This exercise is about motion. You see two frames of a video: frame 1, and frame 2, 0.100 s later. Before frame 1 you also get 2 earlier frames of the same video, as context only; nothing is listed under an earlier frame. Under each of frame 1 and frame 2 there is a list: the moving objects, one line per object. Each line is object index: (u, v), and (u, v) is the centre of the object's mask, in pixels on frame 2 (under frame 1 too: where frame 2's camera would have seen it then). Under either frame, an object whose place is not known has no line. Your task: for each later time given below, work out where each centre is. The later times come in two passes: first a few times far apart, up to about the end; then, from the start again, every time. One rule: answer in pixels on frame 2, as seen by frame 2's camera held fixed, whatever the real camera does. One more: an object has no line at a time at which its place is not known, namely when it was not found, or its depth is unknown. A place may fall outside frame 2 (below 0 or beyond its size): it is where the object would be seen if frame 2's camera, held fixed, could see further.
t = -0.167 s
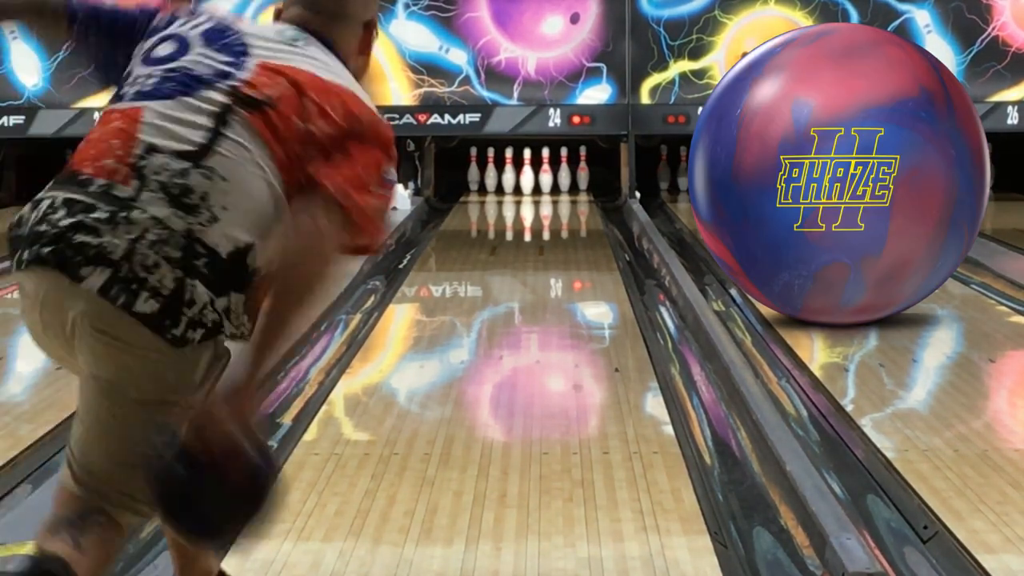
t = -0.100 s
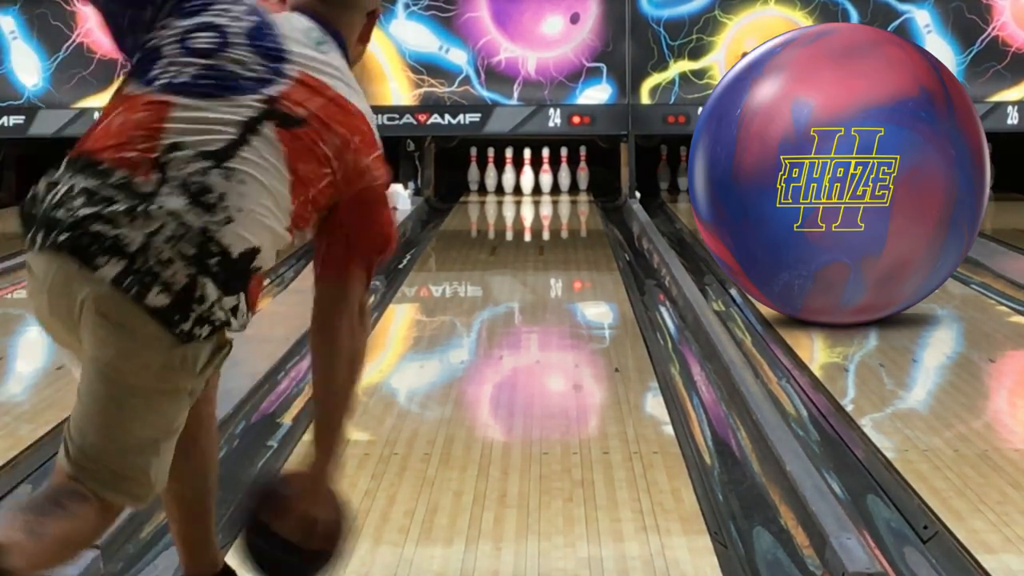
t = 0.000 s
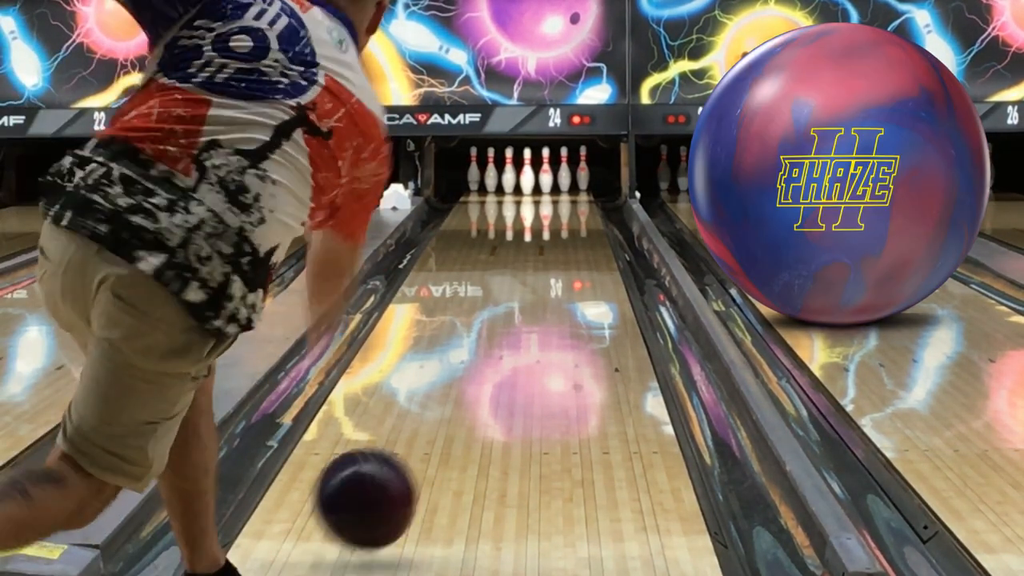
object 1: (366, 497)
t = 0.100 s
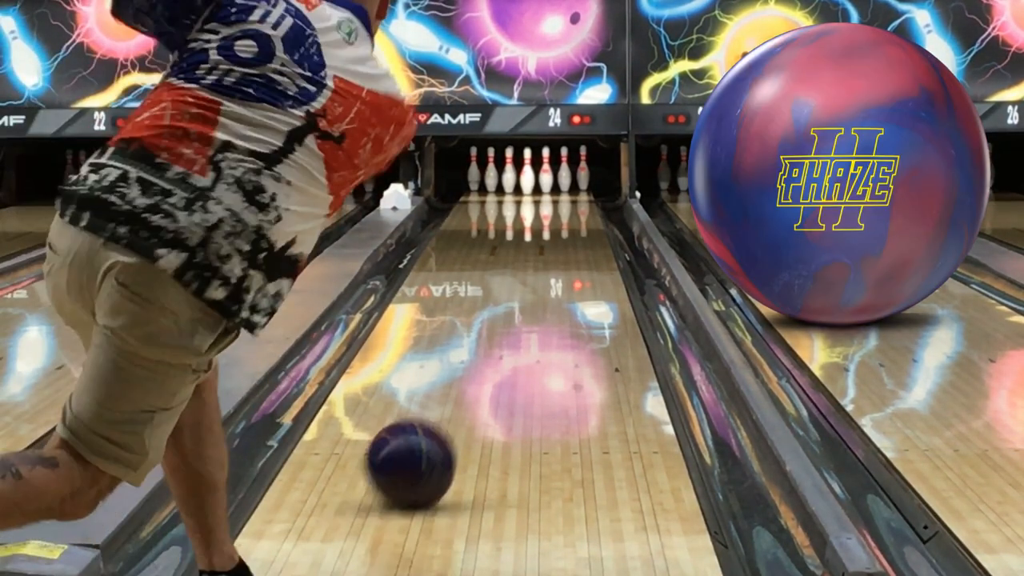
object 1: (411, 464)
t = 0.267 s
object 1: (464, 399)
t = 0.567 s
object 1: (527, 323)
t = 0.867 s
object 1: (563, 276)
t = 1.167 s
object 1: (583, 243)
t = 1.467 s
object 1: (588, 220)
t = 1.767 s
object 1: (579, 205)
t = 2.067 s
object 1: (555, 192)
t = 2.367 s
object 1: (530, 181)
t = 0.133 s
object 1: (423, 448)
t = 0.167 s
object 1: (435, 435)
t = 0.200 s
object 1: (446, 422)
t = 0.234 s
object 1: (455, 410)
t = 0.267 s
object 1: (464, 399)
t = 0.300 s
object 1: (473, 388)
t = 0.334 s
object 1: (481, 379)
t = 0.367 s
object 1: (489, 369)
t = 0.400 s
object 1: (496, 360)
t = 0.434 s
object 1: (503, 352)
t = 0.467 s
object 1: (509, 344)
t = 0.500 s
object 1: (516, 337)
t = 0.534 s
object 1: (521, 330)
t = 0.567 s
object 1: (527, 323)
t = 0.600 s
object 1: (532, 317)
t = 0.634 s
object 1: (536, 311)
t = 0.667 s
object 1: (541, 306)
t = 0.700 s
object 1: (545, 300)
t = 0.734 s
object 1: (549, 295)
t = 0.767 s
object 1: (552, 290)
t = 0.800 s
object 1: (556, 285)
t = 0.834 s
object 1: (559, 281)
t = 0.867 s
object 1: (563, 276)
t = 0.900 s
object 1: (566, 272)
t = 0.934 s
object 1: (568, 268)
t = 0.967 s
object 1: (571, 265)
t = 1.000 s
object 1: (574, 260)
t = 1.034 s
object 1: (576, 257)
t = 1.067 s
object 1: (578, 253)
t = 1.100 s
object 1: (580, 250)
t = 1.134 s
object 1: (581, 246)
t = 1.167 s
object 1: (583, 243)
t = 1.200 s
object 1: (584, 240)
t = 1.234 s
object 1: (585, 237)
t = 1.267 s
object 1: (586, 235)
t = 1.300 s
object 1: (587, 232)
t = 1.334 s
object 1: (587, 230)
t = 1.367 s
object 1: (588, 227)
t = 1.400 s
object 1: (588, 225)
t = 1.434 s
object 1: (588, 222)
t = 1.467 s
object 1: (588, 220)
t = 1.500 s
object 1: (588, 218)
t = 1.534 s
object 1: (587, 216)
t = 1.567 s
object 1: (587, 215)
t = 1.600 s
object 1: (586, 213)
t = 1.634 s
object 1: (585, 211)
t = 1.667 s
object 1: (584, 209)
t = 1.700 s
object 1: (582, 207)
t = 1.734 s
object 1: (580, 206)
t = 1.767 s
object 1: (579, 205)
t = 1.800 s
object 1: (577, 203)
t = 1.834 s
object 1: (574, 202)
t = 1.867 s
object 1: (572, 200)
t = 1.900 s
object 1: (570, 198)
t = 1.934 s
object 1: (567, 197)
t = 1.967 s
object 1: (564, 196)
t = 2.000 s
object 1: (562, 195)
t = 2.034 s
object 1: (558, 193)
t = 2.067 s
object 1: (555, 192)
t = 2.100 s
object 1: (553, 191)
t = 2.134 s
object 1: (550, 190)
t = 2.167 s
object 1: (547, 189)
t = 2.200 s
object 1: (544, 187)
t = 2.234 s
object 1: (542, 186)
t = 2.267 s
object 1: (539, 186)
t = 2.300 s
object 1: (536, 184)
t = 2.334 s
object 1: (534, 183)
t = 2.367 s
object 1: (530, 181)
